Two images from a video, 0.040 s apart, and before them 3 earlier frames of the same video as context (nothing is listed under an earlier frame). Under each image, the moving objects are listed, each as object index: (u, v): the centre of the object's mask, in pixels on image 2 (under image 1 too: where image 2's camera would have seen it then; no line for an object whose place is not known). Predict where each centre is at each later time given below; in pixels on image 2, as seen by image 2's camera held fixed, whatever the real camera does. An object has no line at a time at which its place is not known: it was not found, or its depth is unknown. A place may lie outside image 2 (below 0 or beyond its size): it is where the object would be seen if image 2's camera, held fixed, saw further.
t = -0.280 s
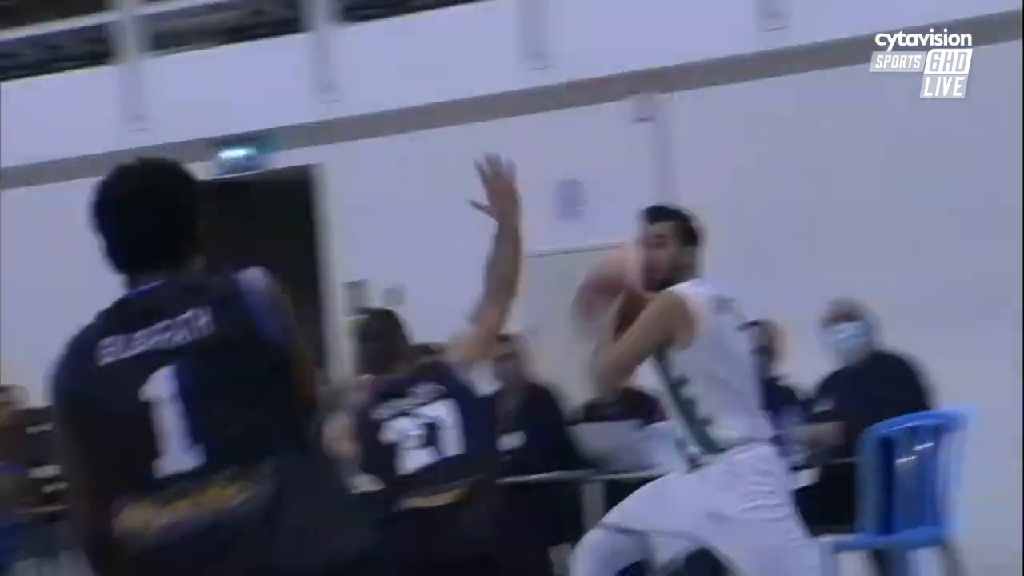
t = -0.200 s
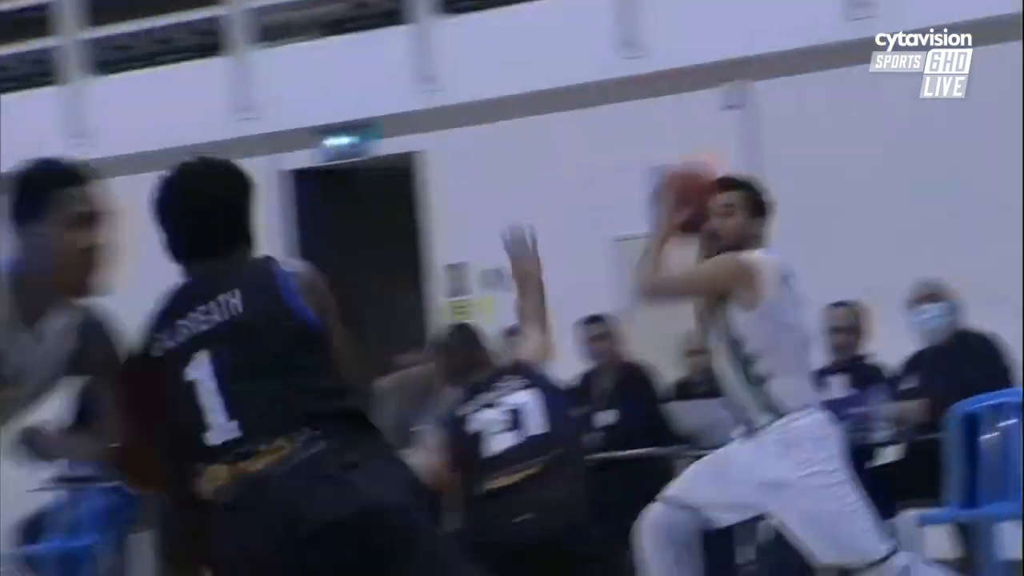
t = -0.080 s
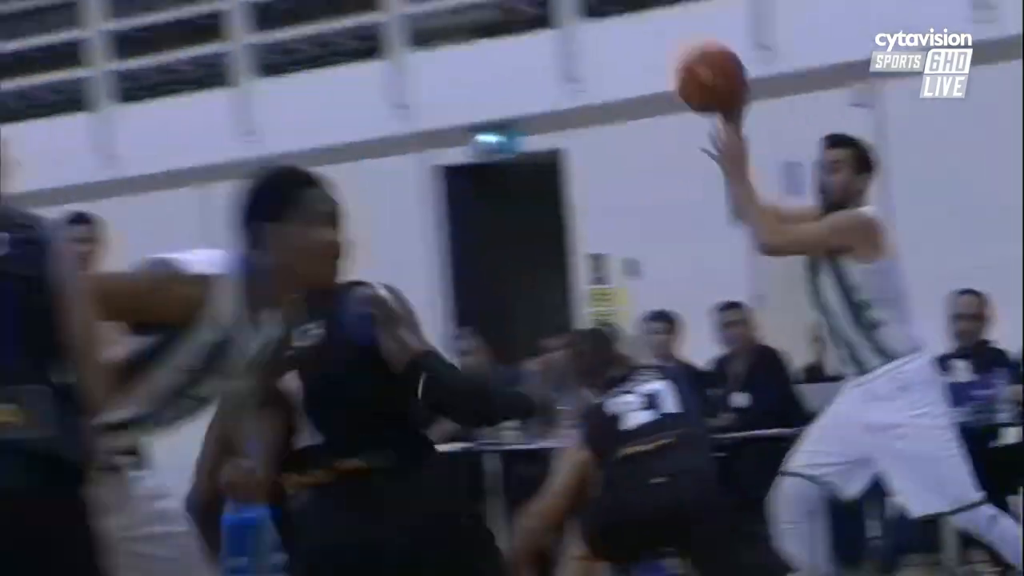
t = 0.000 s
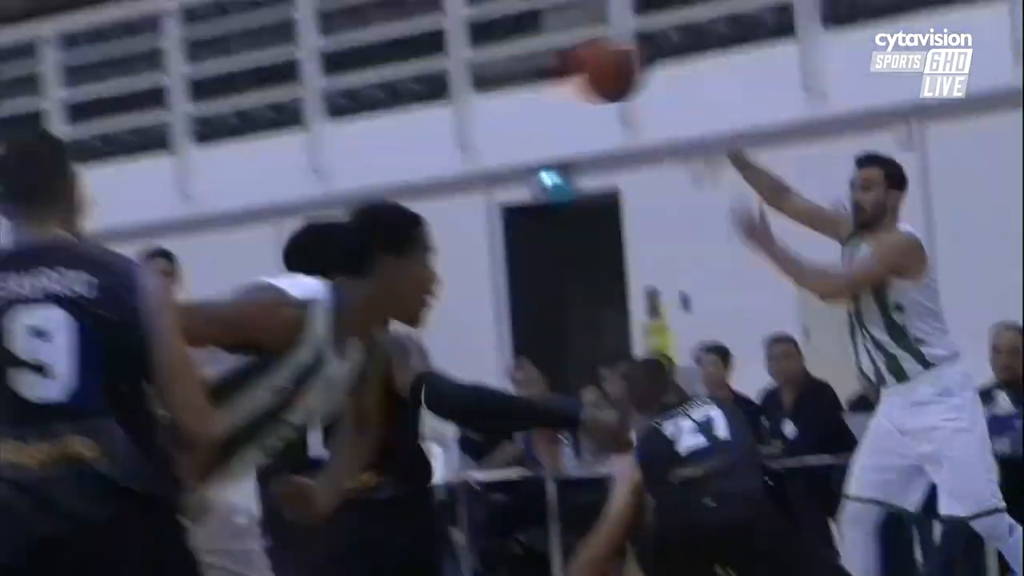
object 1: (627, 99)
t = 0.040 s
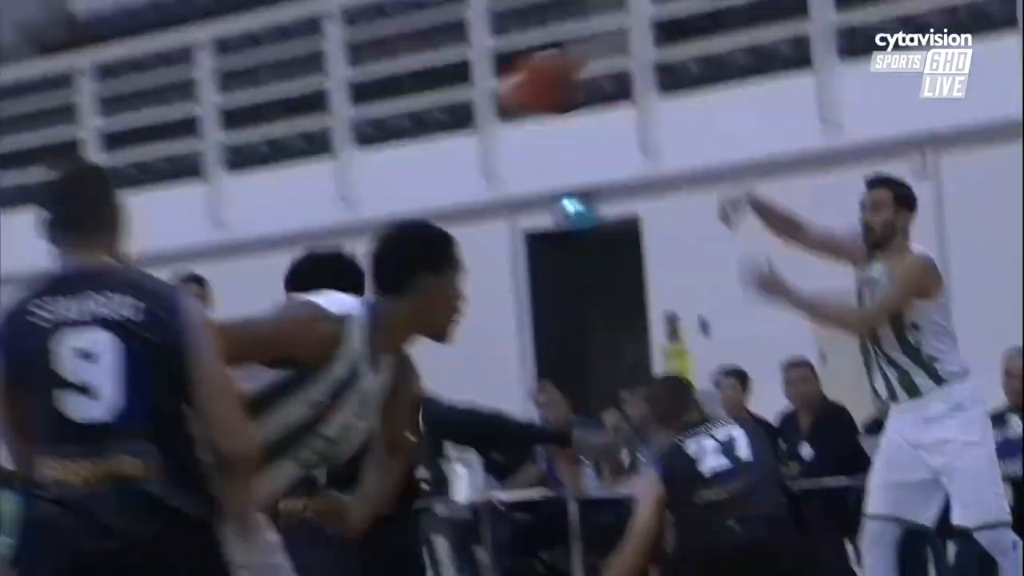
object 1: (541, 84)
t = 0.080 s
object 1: (462, 68)
